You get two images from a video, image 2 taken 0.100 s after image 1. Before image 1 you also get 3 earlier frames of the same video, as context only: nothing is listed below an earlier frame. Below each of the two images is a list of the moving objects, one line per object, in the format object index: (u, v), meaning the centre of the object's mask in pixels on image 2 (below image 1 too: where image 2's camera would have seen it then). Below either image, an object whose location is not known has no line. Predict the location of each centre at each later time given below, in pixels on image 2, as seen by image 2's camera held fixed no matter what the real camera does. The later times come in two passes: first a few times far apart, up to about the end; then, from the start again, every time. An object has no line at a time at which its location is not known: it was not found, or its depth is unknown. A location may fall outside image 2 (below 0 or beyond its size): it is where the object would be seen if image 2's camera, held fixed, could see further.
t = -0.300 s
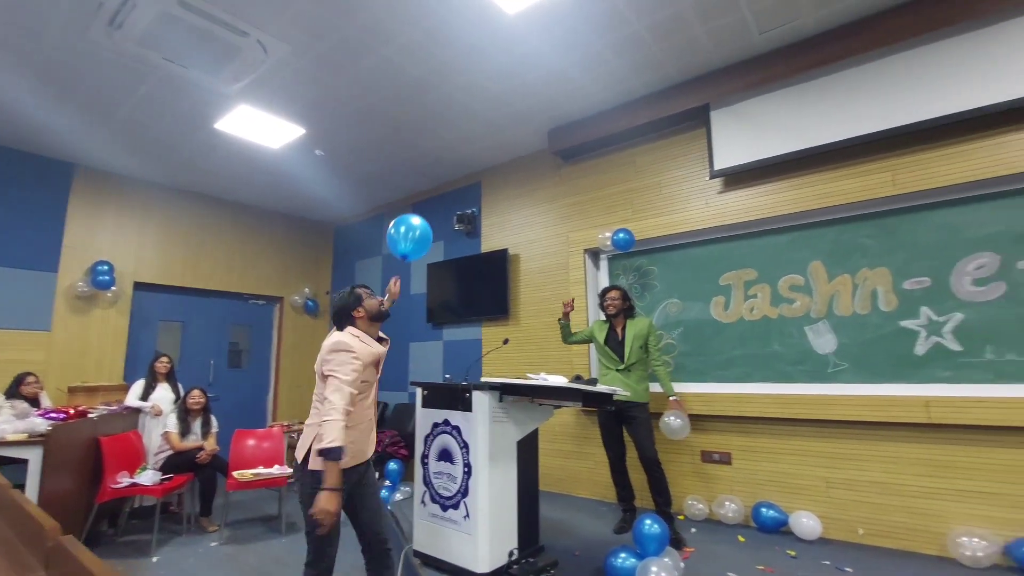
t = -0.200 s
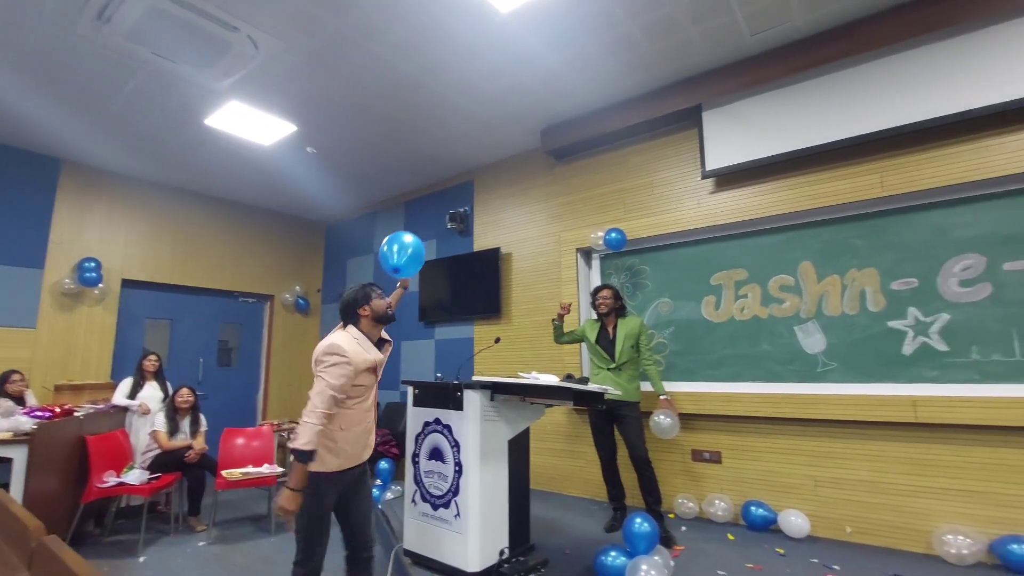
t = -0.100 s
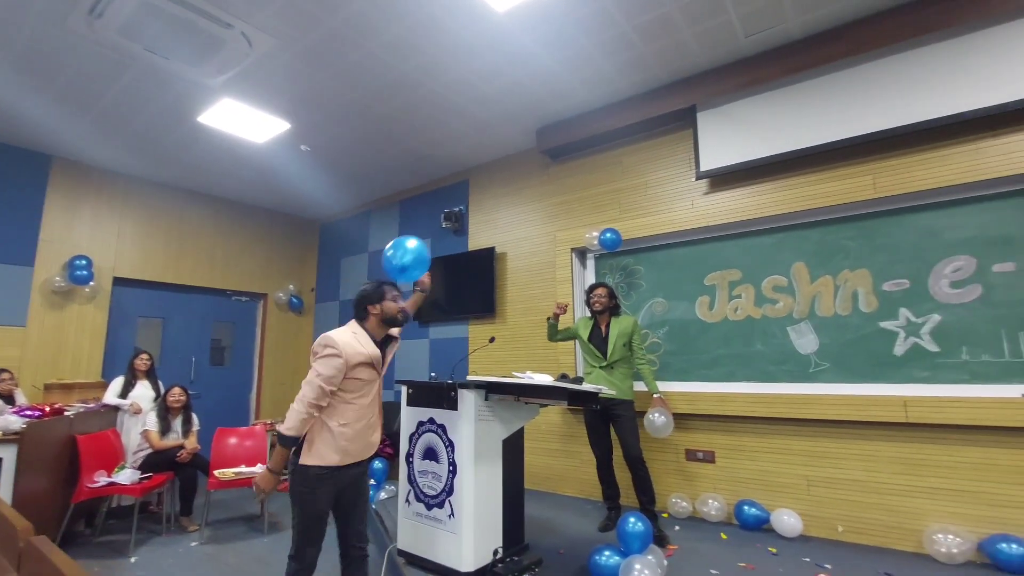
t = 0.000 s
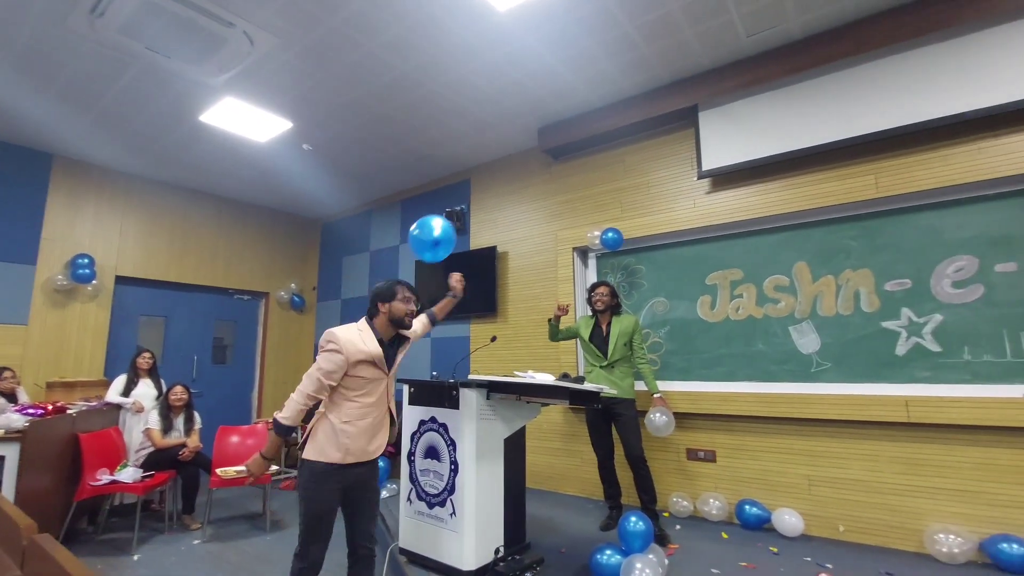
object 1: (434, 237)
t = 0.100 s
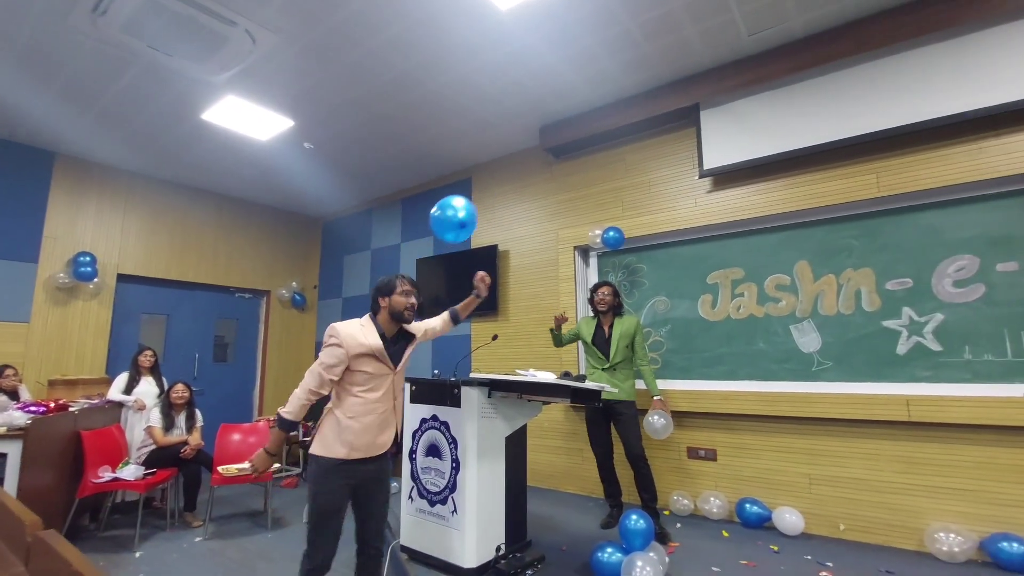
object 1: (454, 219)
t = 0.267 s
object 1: (481, 195)
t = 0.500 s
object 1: (510, 180)
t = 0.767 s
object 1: (533, 180)
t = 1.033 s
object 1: (550, 199)
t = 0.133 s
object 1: (459, 214)
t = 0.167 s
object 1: (466, 208)
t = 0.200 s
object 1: (471, 203)
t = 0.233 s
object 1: (476, 199)
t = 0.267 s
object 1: (481, 195)
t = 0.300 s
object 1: (486, 191)
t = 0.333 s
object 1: (491, 189)
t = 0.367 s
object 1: (495, 186)
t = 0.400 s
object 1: (499, 184)
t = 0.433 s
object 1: (503, 182)
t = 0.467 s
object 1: (507, 181)
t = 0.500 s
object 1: (510, 180)
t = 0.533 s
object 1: (514, 179)
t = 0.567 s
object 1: (517, 178)
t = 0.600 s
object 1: (520, 178)
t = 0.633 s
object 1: (523, 178)
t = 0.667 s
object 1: (526, 178)
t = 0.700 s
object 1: (528, 178)
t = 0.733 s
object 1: (531, 179)
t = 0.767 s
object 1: (533, 180)
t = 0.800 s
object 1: (535, 182)
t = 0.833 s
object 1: (538, 184)
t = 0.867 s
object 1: (540, 186)
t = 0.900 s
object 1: (542, 188)
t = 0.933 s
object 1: (544, 190)
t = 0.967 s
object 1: (546, 193)
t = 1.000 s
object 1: (548, 196)
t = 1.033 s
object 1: (550, 199)
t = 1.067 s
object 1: (551, 203)
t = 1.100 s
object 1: (553, 206)
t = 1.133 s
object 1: (554, 210)
